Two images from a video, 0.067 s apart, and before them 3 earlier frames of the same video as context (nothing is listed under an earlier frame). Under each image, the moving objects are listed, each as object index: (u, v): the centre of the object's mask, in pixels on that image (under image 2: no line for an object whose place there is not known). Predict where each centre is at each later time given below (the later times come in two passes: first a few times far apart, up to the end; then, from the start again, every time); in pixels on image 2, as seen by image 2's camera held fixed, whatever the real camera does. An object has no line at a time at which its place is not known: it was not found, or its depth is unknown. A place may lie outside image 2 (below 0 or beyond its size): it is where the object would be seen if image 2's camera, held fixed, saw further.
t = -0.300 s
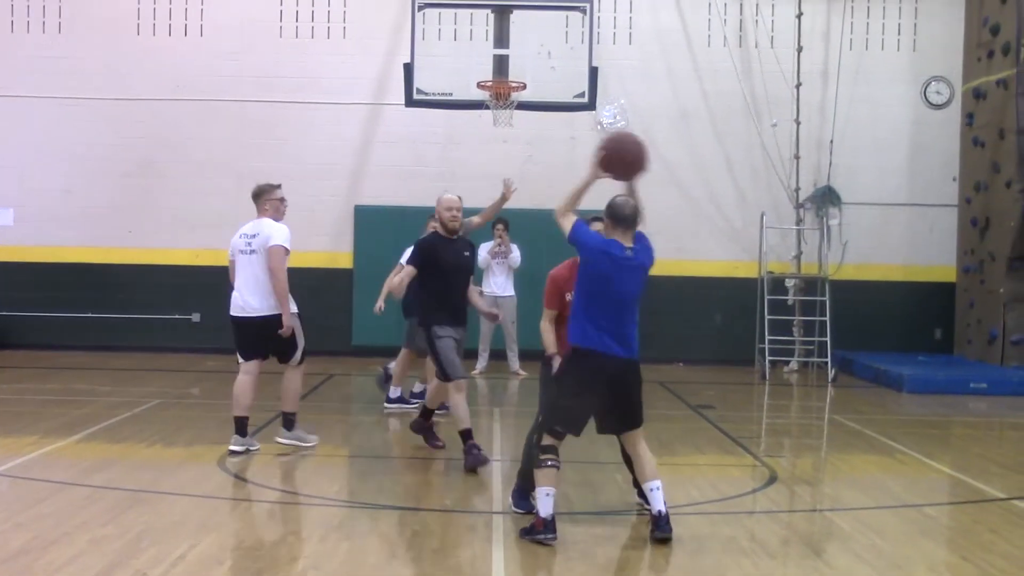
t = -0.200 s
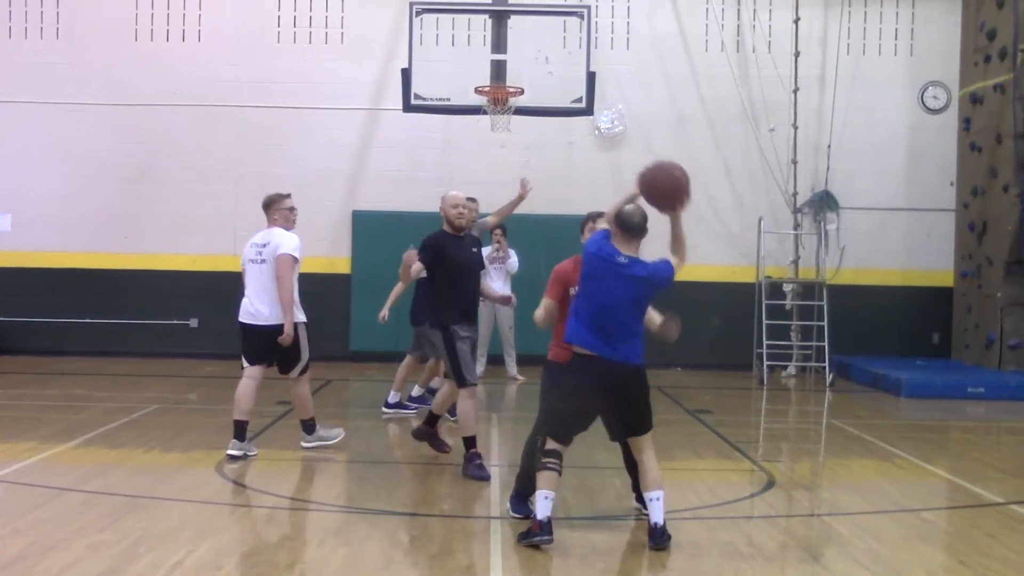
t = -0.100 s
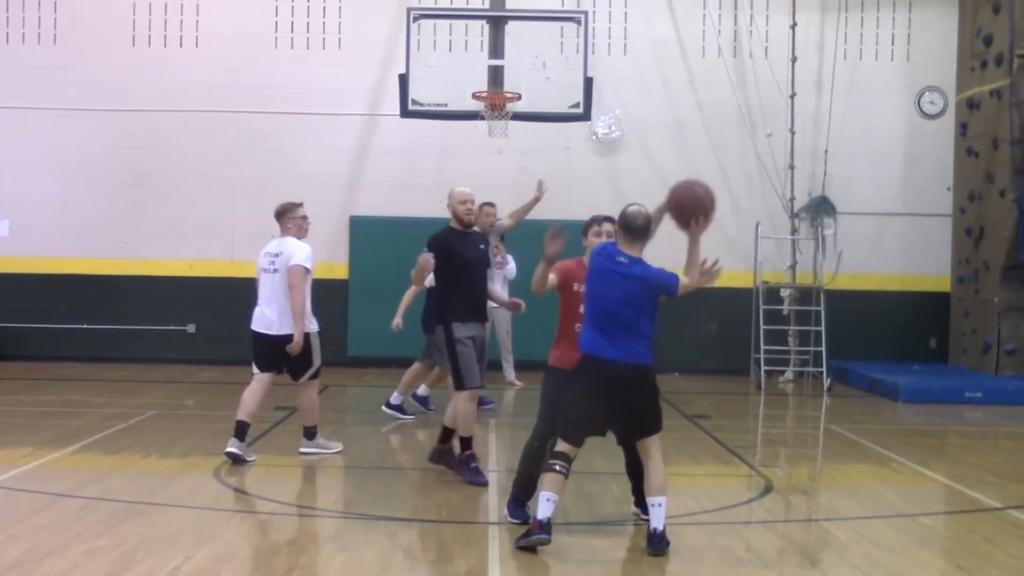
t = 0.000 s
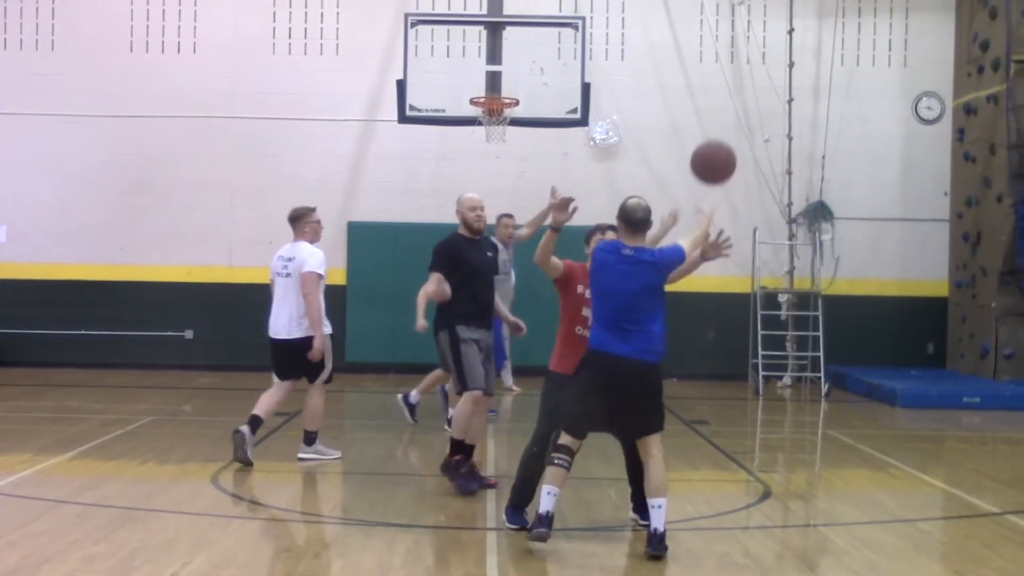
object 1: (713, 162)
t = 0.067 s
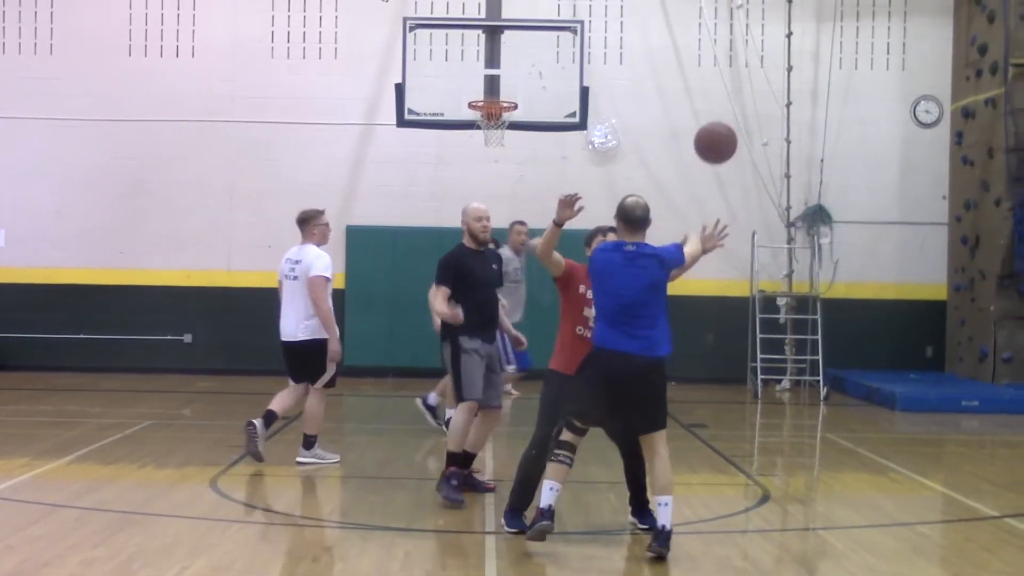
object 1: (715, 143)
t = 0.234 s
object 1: (721, 125)
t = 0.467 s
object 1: (724, 166)
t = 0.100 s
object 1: (717, 135)
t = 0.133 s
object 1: (718, 130)
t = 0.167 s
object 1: (719, 127)
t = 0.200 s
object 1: (721, 125)
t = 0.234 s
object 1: (721, 125)
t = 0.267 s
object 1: (723, 126)
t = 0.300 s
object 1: (724, 129)
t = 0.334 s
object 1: (724, 134)
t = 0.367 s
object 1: (724, 141)
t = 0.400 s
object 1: (724, 149)
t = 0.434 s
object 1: (724, 157)
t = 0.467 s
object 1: (724, 166)
